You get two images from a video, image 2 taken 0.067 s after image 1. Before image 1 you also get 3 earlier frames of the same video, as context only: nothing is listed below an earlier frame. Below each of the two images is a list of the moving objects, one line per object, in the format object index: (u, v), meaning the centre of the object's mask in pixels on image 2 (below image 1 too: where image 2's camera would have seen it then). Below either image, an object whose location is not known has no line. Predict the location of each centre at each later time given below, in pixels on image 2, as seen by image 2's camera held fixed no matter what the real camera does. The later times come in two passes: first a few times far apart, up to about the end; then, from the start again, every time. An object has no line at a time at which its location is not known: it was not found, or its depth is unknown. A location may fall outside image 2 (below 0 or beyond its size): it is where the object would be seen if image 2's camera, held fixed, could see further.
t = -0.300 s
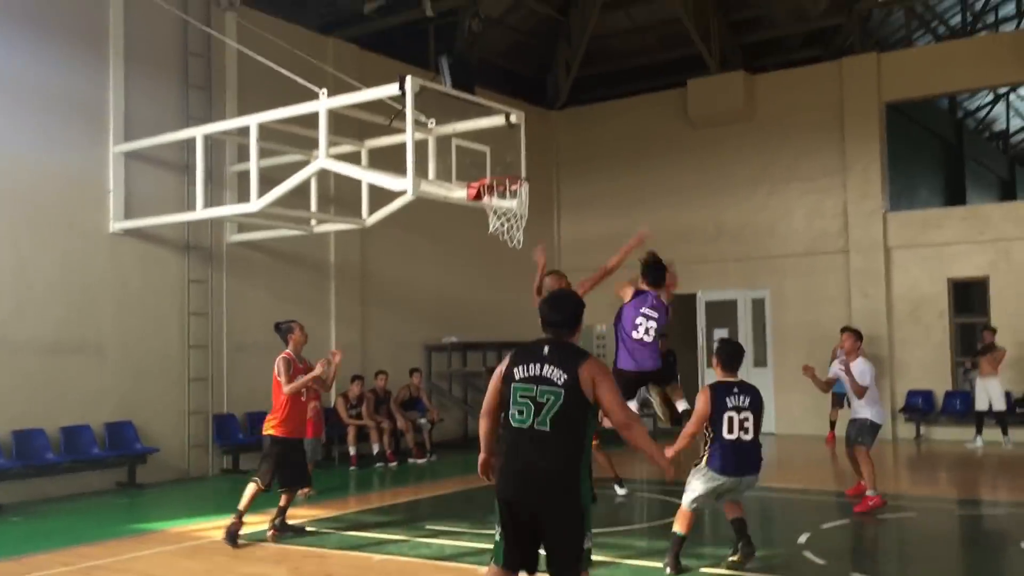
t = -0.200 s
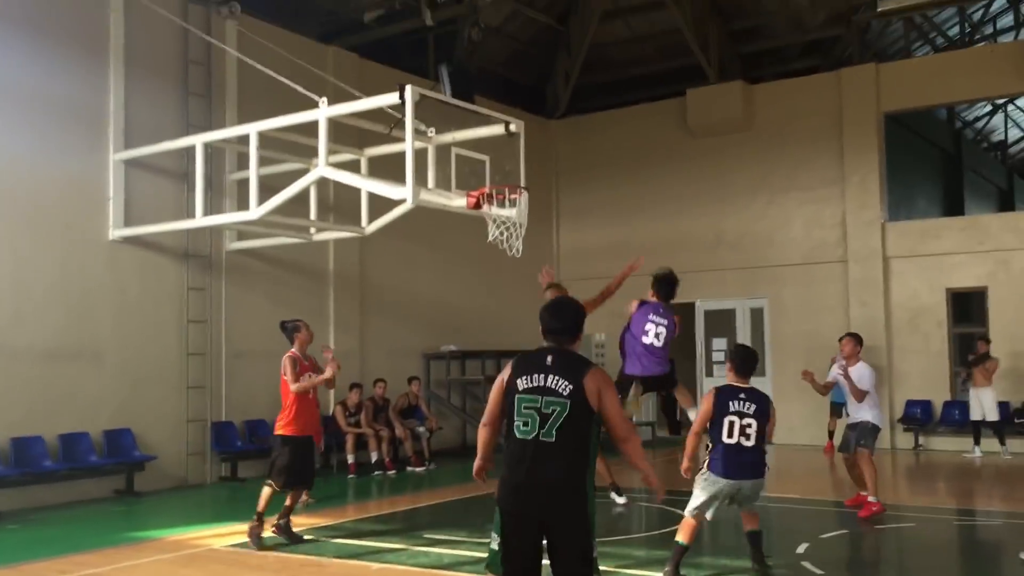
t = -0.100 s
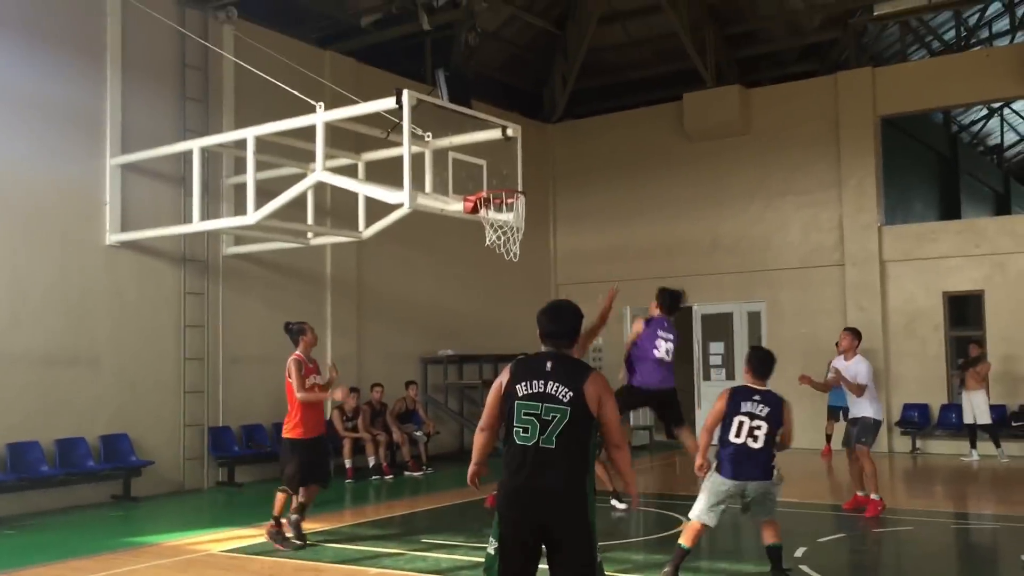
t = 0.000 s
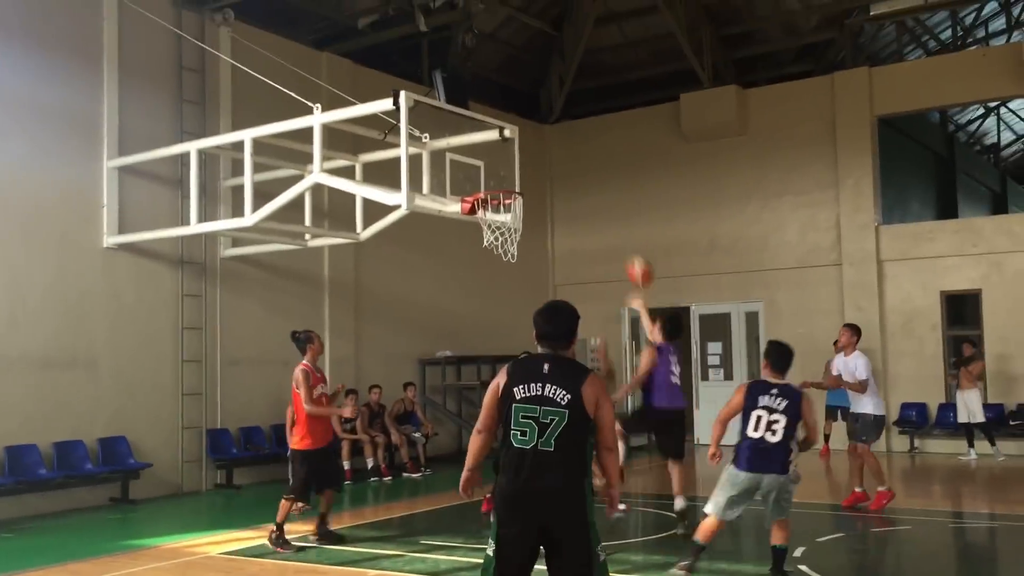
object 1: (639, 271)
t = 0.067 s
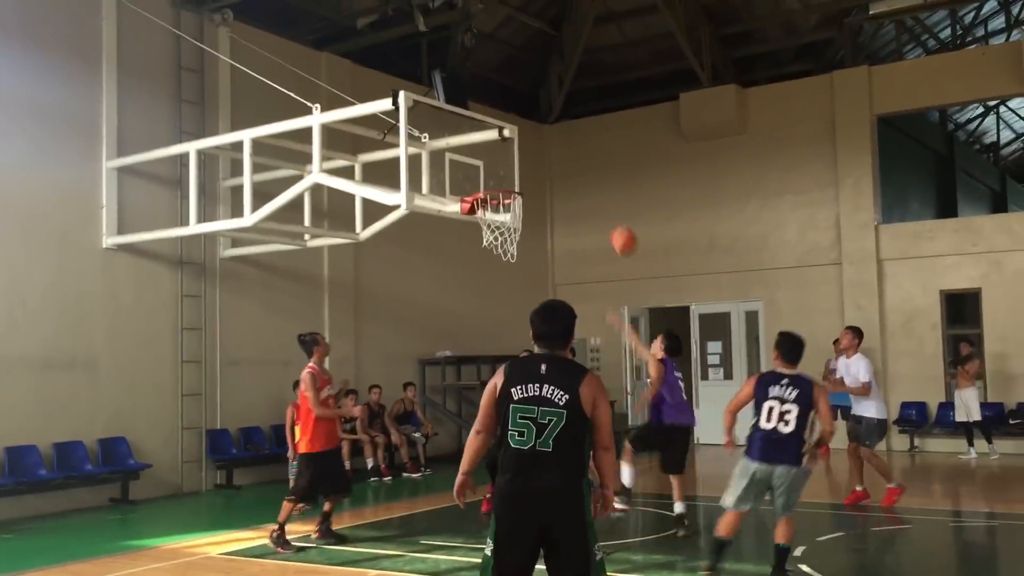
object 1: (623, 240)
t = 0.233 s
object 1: (585, 184)
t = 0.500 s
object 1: (530, 157)
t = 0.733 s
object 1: (488, 182)
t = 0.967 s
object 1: (484, 159)
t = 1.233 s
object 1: (490, 183)
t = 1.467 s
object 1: (496, 166)
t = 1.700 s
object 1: (499, 198)
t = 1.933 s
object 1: (491, 257)
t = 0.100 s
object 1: (615, 226)
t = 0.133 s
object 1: (607, 213)
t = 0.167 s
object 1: (600, 202)
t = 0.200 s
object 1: (593, 193)
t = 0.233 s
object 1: (585, 184)
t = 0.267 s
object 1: (577, 176)
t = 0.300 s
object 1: (570, 170)
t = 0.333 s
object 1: (564, 165)
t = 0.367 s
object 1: (556, 161)
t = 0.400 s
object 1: (551, 158)
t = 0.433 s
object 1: (543, 157)
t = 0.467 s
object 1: (537, 157)
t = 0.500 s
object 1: (530, 157)
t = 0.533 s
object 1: (523, 158)
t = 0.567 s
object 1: (516, 161)
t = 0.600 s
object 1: (511, 165)
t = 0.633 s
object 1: (505, 169)
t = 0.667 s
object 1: (498, 175)
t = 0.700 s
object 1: (493, 181)
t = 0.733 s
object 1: (488, 182)
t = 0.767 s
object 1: (487, 178)
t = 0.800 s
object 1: (485, 173)
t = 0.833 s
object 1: (485, 168)
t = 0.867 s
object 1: (484, 165)
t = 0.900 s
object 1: (483, 162)
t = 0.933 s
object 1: (483, 160)
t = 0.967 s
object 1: (484, 159)
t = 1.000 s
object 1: (485, 159)
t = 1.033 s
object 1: (486, 159)
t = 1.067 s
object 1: (486, 161)
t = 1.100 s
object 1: (487, 164)
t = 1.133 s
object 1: (488, 167)
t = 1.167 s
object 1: (489, 173)
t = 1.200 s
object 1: (489, 179)
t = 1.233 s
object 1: (490, 183)
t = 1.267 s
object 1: (491, 179)
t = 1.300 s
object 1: (492, 175)
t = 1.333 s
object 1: (493, 171)
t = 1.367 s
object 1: (494, 168)
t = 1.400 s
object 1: (495, 166)
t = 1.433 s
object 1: (495, 166)
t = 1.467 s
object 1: (496, 166)
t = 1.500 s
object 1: (497, 168)
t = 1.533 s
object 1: (498, 170)
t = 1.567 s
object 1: (499, 174)
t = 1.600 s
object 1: (500, 179)
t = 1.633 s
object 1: (501, 183)
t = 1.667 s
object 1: (500, 185)
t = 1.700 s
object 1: (499, 198)
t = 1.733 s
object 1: (499, 204)
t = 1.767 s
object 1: (498, 210)
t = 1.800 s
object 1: (498, 212)
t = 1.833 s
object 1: (496, 227)
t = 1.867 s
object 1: (495, 240)
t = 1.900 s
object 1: (492, 248)
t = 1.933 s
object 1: (491, 257)
